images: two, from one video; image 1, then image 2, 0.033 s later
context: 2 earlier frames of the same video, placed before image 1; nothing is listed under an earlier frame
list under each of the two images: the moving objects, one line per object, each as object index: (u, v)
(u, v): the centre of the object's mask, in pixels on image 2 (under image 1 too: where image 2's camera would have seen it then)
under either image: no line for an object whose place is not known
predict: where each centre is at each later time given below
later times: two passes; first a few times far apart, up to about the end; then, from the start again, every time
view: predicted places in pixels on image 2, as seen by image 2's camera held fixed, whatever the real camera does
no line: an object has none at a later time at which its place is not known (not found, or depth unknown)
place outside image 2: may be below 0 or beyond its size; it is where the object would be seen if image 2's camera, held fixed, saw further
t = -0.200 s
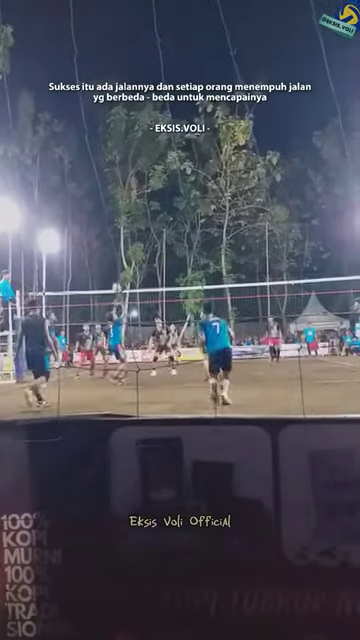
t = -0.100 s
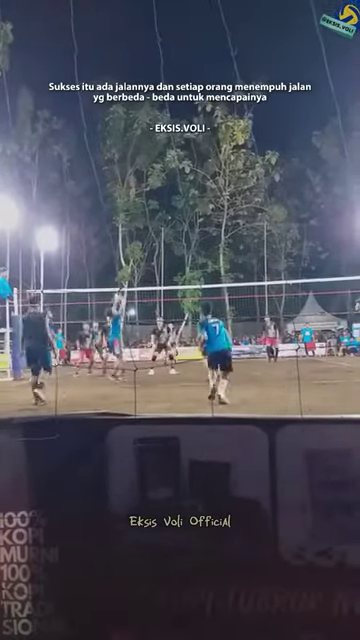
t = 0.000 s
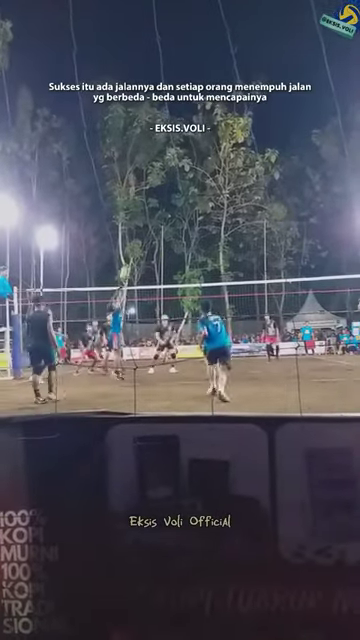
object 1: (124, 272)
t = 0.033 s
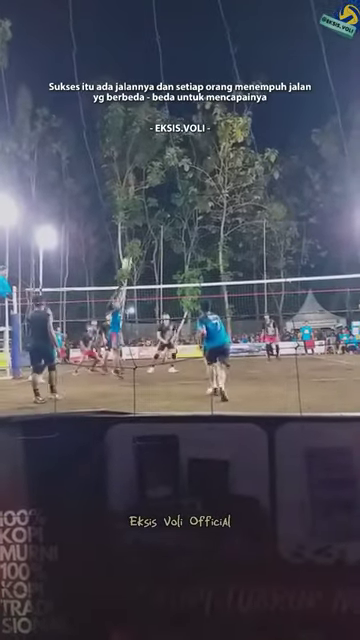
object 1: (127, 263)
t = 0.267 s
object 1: (144, 216)
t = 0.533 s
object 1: (166, 189)
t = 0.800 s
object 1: (188, 193)
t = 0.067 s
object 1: (129, 256)
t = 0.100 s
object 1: (132, 248)
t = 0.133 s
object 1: (134, 241)
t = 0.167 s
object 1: (137, 234)
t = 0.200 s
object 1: (139, 227)
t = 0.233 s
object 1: (142, 221)
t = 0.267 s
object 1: (144, 216)
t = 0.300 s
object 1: (147, 211)
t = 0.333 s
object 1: (150, 207)
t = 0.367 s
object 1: (152, 202)
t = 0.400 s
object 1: (155, 199)
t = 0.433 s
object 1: (157, 196)
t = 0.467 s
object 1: (160, 193)
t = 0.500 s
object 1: (163, 191)
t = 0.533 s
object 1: (166, 189)
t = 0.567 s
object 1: (168, 188)
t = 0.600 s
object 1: (171, 188)
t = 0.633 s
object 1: (174, 187)
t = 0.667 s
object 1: (177, 188)
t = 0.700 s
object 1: (179, 188)
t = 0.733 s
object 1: (182, 189)
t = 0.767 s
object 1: (185, 190)
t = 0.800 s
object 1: (188, 193)
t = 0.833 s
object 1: (191, 195)
